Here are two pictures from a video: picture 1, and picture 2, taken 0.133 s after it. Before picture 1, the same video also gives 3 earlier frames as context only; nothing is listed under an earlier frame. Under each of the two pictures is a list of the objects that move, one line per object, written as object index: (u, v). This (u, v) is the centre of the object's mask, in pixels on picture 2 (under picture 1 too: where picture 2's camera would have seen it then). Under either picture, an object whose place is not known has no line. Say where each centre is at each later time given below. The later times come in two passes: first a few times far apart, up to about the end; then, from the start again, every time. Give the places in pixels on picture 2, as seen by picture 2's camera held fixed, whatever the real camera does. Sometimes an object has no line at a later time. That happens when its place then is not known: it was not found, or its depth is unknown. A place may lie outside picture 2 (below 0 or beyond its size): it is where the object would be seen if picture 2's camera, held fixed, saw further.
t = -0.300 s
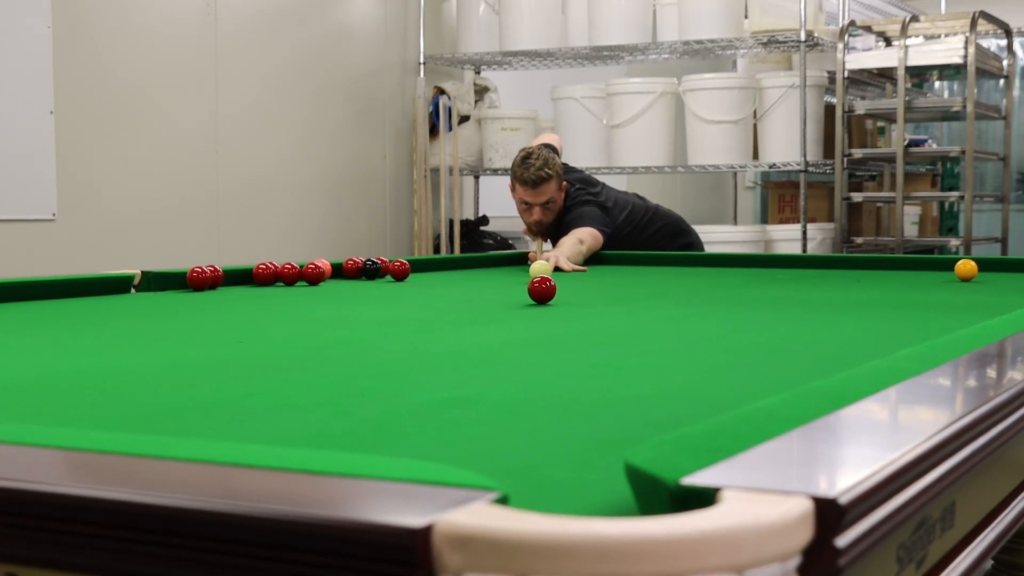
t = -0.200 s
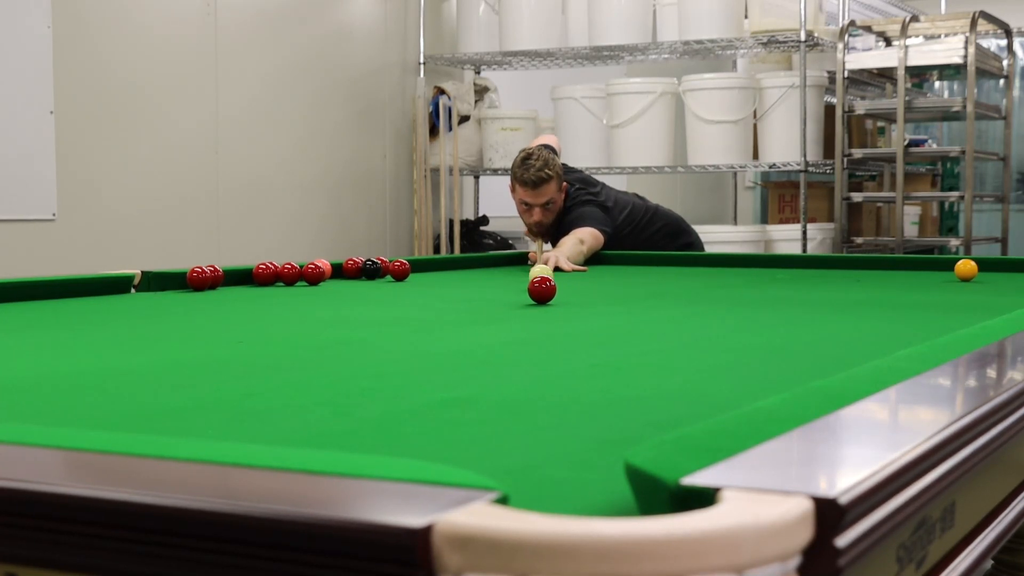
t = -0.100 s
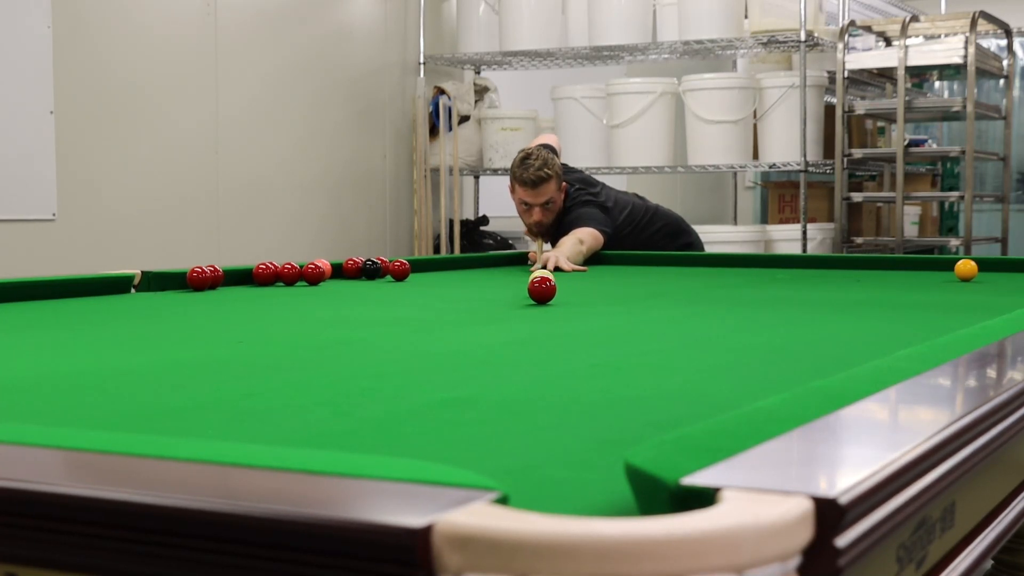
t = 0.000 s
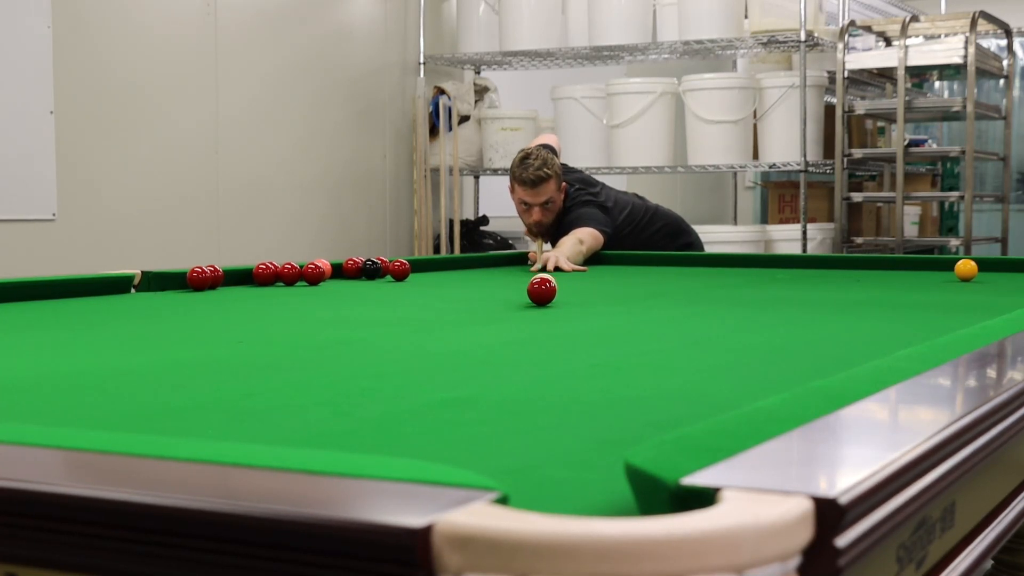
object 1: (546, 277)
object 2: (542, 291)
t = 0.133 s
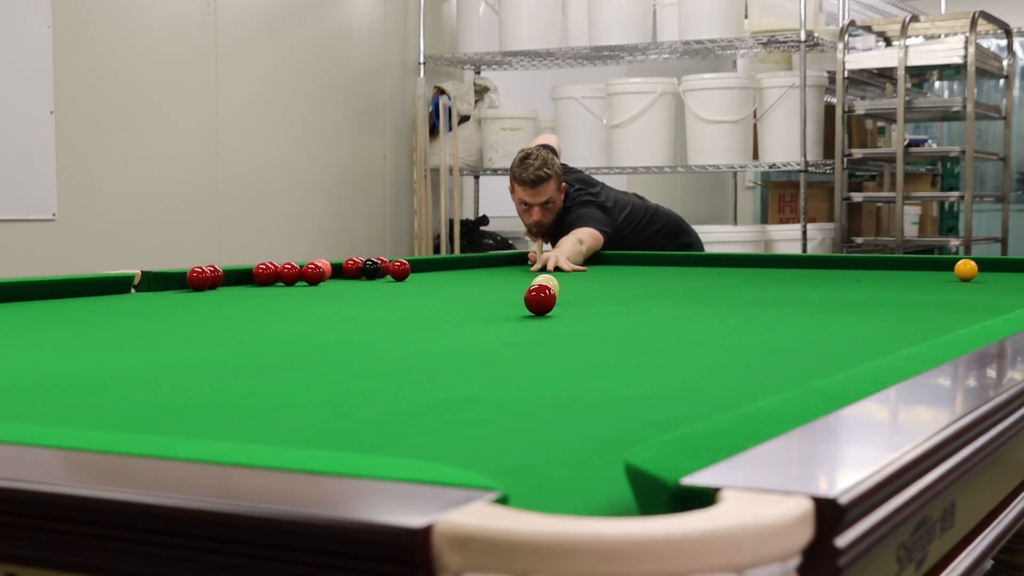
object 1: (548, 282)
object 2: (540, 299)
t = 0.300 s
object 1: (549, 288)
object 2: (537, 312)
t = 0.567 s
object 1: (552, 296)
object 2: (533, 334)
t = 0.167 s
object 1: (548, 283)
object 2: (539, 302)
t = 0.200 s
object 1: (549, 285)
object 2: (539, 305)
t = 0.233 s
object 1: (549, 285)
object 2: (539, 306)
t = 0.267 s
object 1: (549, 287)
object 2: (538, 309)
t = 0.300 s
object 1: (549, 288)
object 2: (537, 312)
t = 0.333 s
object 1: (550, 289)
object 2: (537, 313)
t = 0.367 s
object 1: (550, 290)
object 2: (537, 316)
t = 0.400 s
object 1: (550, 292)
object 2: (536, 319)
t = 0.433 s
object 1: (550, 292)
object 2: (536, 321)
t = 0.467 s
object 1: (551, 294)
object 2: (535, 324)
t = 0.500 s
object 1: (551, 295)
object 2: (534, 328)
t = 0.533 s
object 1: (552, 295)
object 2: (534, 330)
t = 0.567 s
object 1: (552, 296)
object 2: (533, 334)
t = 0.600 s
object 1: (553, 297)
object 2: (533, 338)
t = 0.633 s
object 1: (553, 297)
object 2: (532, 340)
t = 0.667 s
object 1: (554, 298)
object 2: (531, 345)
